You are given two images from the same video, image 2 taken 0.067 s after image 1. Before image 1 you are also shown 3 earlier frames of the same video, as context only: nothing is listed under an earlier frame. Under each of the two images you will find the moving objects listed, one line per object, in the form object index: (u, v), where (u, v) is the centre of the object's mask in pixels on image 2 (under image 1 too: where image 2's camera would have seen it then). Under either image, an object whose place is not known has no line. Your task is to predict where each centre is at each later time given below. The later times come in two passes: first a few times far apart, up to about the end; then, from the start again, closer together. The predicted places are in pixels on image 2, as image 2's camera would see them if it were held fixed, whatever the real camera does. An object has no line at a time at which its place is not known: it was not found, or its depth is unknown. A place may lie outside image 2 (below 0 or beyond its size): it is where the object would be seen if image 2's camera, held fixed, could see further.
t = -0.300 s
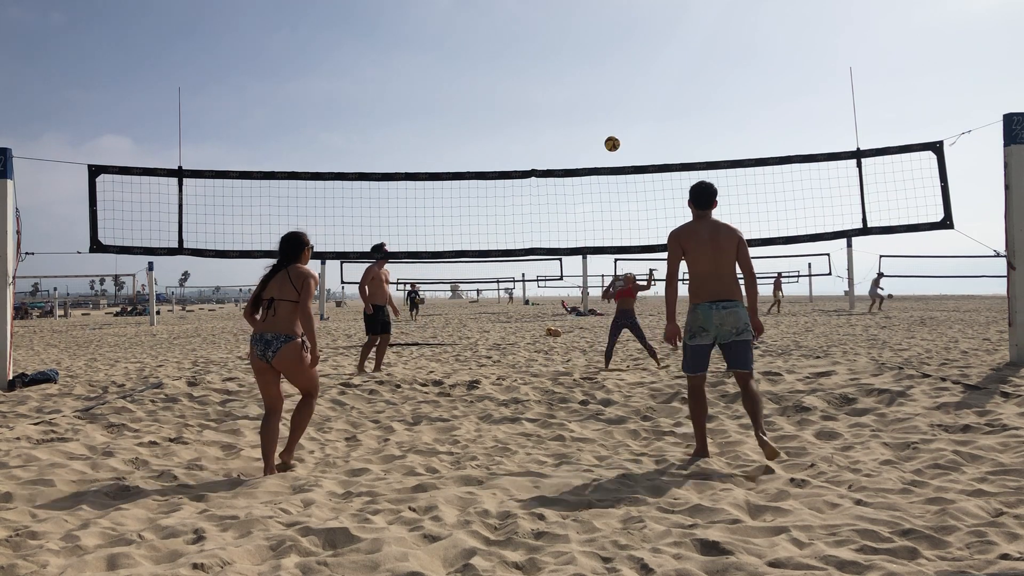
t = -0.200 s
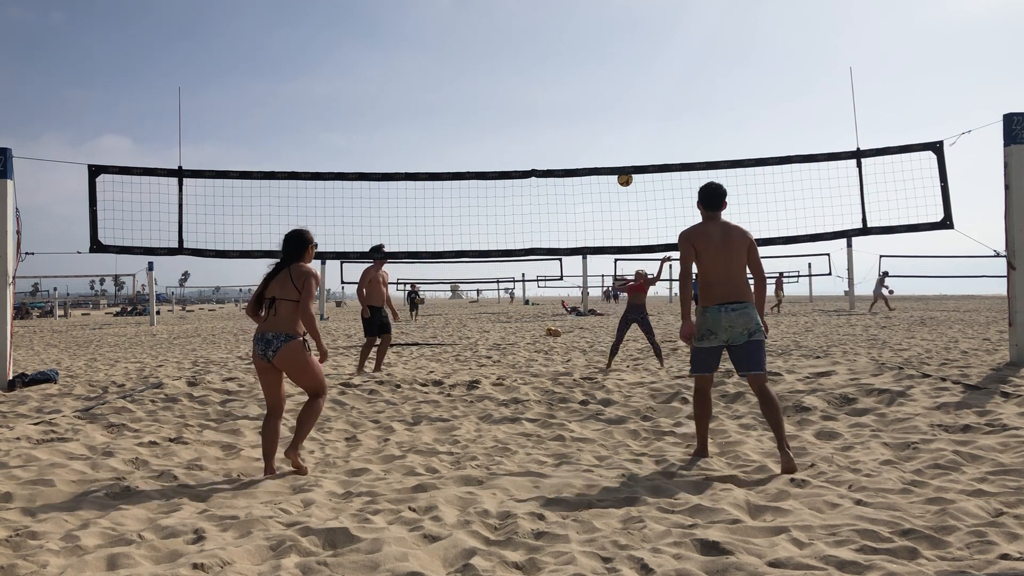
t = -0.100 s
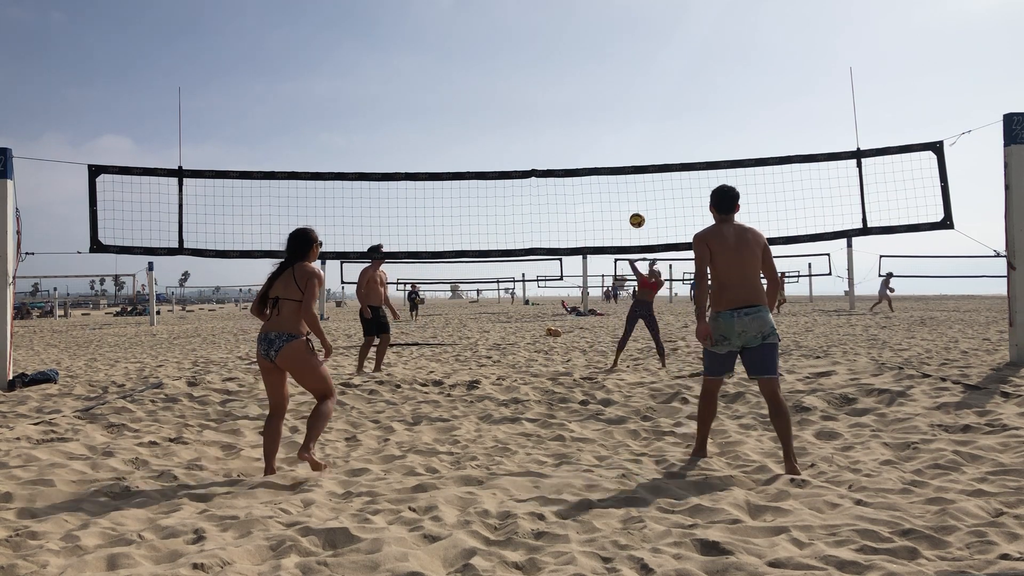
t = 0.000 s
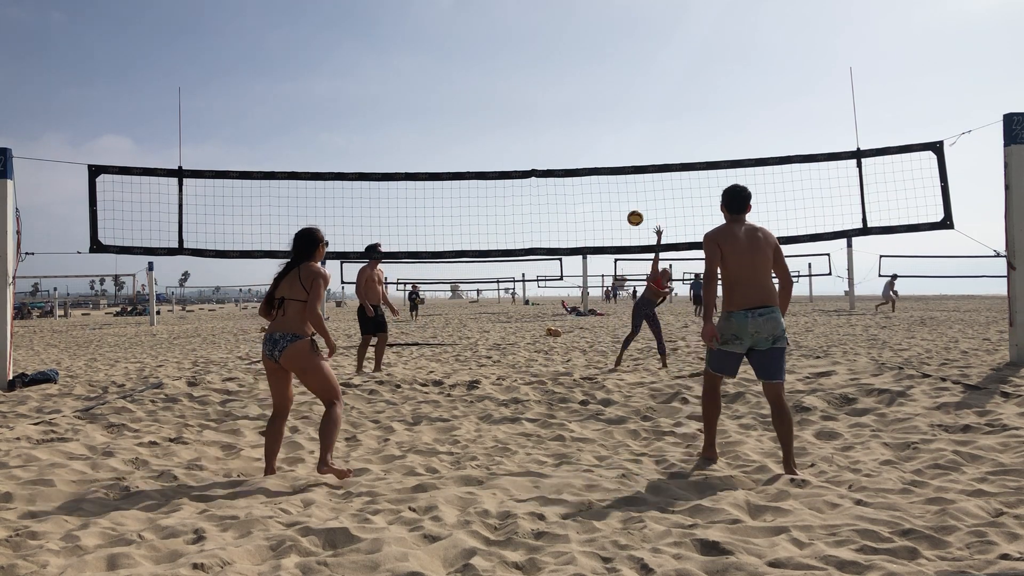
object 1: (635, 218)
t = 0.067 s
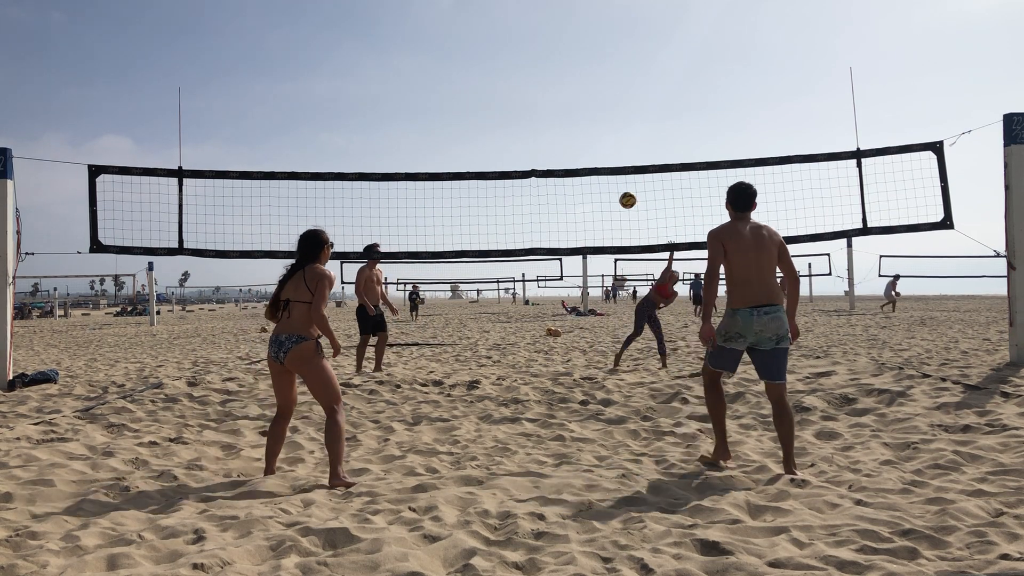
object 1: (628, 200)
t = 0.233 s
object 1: (606, 164)
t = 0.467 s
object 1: (585, 153)
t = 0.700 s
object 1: (569, 169)
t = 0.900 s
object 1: (560, 213)
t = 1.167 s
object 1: (549, 324)
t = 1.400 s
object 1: (551, 352)
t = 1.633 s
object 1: (561, 352)
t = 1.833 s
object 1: (572, 373)
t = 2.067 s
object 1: (581, 372)
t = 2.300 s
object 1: (581, 372)
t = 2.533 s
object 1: (580, 373)
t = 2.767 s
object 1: (578, 373)
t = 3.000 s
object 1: (578, 373)
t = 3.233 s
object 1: (578, 373)
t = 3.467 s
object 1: (578, 373)
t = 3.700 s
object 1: (578, 372)
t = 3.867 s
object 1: (578, 372)
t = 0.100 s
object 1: (623, 192)
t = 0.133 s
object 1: (619, 184)
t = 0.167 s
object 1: (614, 180)
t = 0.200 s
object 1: (609, 165)
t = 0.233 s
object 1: (606, 164)
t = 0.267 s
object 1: (604, 163)
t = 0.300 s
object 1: (600, 161)
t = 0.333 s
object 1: (597, 158)
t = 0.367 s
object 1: (594, 155)
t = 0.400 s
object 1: (591, 153)
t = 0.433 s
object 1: (588, 153)
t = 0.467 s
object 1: (585, 153)
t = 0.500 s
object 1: (582, 154)
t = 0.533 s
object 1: (579, 154)
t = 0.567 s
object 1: (577, 156)
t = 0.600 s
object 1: (575, 158)
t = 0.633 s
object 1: (573, 161)
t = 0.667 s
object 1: (571, 164)
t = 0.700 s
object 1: (569, 169)
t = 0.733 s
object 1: (567, 174)
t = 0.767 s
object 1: (566, 180)
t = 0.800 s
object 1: (564, 187)
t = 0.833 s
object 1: (563, 195)
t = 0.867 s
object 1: (561, 203)
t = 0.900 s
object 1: (560, 213)
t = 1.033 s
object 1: (554, 261)
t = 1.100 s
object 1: (551, 290)
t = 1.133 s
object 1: (550, 306)
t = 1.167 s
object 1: (549, 324)
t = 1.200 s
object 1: (547, 341)
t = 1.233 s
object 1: (546, 359)
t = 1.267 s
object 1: (545, 373)
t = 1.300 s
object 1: (546, 367)
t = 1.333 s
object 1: (548, 361)
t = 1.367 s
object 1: (549, 356)
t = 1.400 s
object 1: (551, 352)
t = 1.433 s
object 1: (552, 349)
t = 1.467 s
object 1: (554, 347)
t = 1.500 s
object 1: (555, 346)
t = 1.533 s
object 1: (557, 346)
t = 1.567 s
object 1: (559, 347)
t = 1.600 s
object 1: (560, 349)
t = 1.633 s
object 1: (561, 352)
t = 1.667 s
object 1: (563, 355)
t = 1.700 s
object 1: (564, 360)
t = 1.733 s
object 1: (565, 366)
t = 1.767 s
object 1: (567, 371)
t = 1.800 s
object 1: (569, 372)
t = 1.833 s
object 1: (572, 373)
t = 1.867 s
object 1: (574, 372)
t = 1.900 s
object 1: (575, 372)
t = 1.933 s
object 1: (577, 372)
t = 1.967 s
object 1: (578, 371)
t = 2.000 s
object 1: (579, 371)
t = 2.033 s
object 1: (580, 372)
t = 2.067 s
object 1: (581, 372)
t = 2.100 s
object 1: (582, 372)
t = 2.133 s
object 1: (582, 372)
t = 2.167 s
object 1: (583, 372)
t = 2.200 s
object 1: (583, 372)
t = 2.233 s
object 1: (582, 372)
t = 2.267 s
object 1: (582, 372)
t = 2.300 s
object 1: (581, 372)
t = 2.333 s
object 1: (581, 372)
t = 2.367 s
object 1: (581, 372)
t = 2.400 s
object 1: (581, 372)
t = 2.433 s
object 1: (580, 373)
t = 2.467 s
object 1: (580, 373)
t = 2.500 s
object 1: (580, 373)
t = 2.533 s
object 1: (580, 373)
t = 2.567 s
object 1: (579, 373)
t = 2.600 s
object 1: (579, 373)
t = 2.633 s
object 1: (579, 373)
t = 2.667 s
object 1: (579, 373)
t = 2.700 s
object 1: (578, 373)
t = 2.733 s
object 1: (578, 373)
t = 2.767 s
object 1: (578, 373)
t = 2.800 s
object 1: (578, 373)
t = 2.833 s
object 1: (578, 373)
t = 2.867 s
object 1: (578, 373)
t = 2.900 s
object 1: (578, 373)
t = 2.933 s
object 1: (578, 373)
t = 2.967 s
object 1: (578, 373)
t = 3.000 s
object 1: (578, 373)
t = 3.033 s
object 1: (578, 373)
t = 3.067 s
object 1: (578, 373)
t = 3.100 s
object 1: (578, 373)
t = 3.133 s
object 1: (578, 373)
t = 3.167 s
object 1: (578, 373)
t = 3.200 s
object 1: (578, 373)
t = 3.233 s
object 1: (578, 373)
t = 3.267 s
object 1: (578, 373)
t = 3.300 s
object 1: (578, 373)
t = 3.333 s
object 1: (578, 373)
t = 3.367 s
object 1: (578, 373)
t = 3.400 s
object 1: (578, 373)
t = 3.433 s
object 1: (578, 373)
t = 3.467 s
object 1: (578, 373)
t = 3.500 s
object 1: (578, 373)
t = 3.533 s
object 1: (578, 373)
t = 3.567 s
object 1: (578, 373)
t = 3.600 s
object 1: (578, 373)
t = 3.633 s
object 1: (578, 373)
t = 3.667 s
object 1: (578, 373)
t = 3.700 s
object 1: (578, 372)
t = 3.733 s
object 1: (578, 372)
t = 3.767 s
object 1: (578, 372)
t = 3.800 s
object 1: (578, 373)
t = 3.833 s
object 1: (578, 373)
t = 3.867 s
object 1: (578, 372)
